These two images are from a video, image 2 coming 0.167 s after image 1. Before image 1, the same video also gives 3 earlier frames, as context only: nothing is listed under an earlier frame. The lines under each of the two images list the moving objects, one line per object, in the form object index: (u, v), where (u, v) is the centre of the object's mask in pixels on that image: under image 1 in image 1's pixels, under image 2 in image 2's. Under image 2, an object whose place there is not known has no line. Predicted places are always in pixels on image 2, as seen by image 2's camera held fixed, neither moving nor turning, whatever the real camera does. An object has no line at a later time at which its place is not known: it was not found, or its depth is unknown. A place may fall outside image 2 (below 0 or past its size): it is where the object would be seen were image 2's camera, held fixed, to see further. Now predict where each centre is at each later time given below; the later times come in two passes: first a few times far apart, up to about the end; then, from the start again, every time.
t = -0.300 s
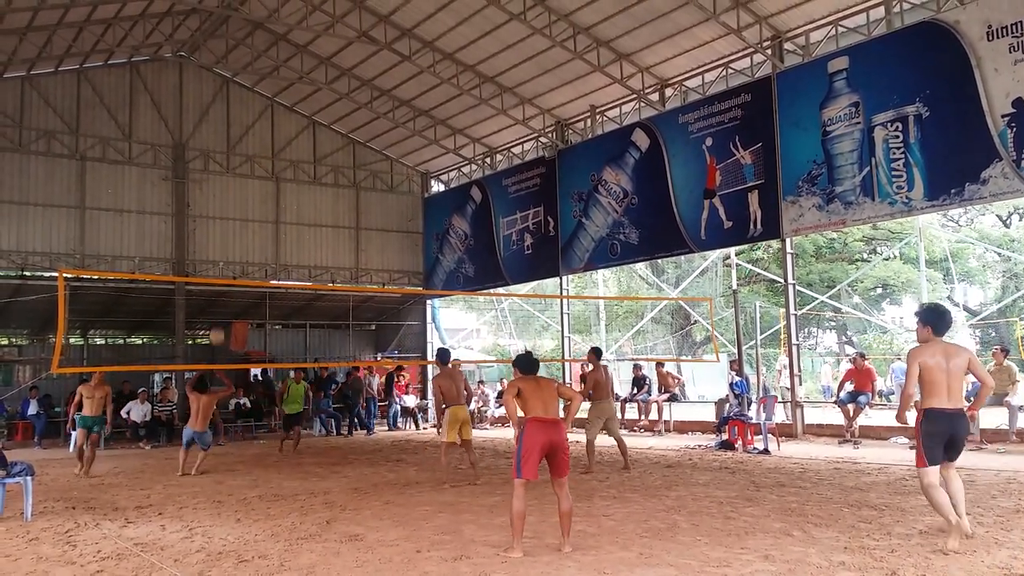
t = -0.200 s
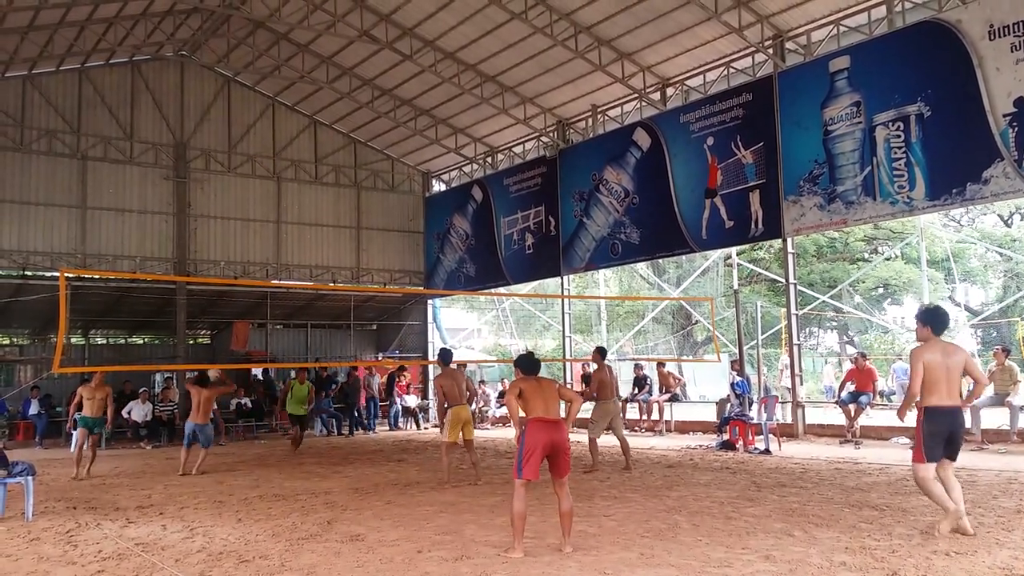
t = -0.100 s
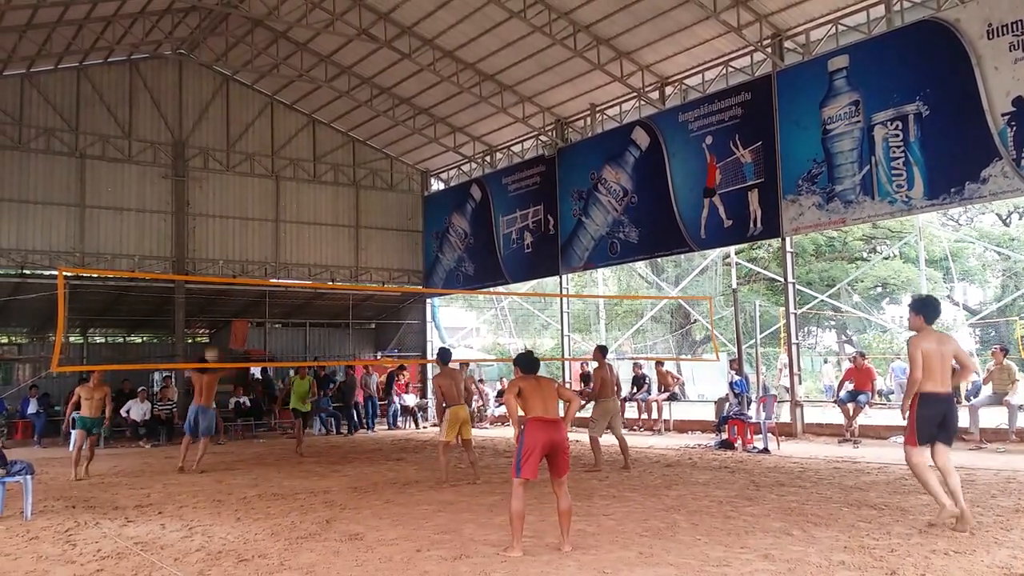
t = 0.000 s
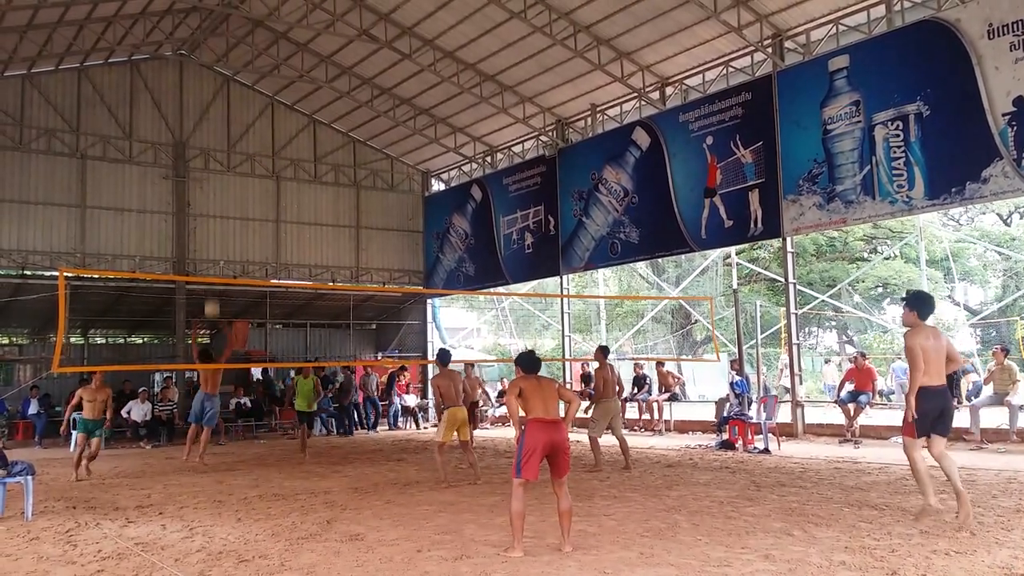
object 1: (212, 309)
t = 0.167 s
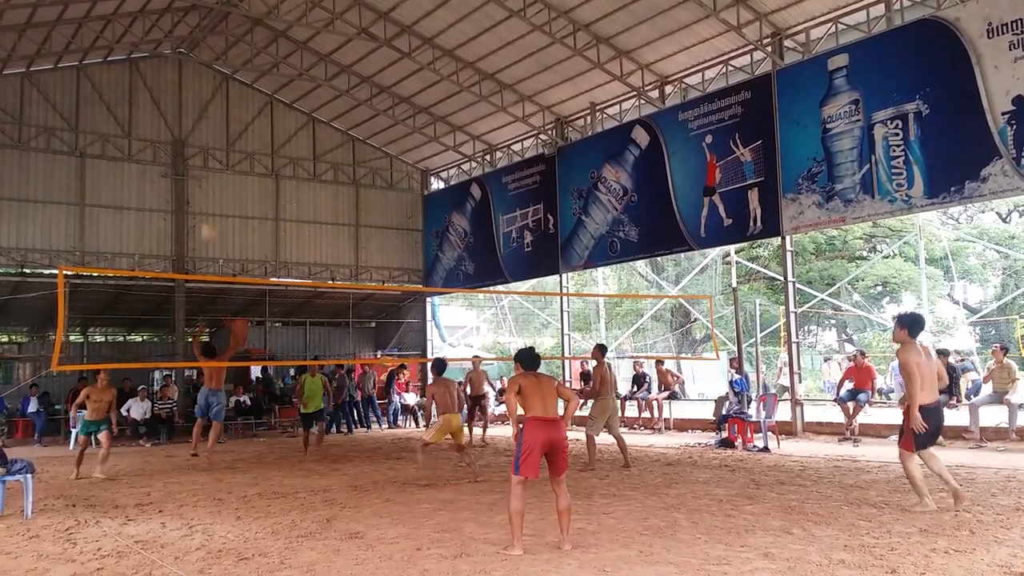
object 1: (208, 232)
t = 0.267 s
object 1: (207, 195)
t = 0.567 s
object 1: (202, 119)
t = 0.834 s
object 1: (197, 101)
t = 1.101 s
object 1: (191, 135)
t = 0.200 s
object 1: (208, 219)
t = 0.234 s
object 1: (208, 206)
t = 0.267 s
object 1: (207, 195)
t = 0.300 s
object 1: (206, 184)
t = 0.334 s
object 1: (206, 173)
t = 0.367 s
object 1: (205, 163)
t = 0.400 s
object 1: (205, 154)
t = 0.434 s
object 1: (205, 146)
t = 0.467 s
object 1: (204, 139)
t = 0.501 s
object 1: (204, 131)
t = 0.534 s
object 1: (203, 125)
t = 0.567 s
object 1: (202, 119)
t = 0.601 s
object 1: (202, 114)
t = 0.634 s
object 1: (201, 111)
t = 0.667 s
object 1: (201, 107)
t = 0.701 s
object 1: (200, 104)
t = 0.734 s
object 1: (199, 103)
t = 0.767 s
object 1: (198, 101)
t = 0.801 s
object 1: (198, 101)
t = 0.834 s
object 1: (197, 101)
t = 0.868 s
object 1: (196, 103)
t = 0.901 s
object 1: (195, 104)
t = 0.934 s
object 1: (195, 107)
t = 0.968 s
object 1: (194, 111)
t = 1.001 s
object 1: (193, 116)
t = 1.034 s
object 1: (192, 121)
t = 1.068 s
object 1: (191, 128)
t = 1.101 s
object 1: (191, 135)
